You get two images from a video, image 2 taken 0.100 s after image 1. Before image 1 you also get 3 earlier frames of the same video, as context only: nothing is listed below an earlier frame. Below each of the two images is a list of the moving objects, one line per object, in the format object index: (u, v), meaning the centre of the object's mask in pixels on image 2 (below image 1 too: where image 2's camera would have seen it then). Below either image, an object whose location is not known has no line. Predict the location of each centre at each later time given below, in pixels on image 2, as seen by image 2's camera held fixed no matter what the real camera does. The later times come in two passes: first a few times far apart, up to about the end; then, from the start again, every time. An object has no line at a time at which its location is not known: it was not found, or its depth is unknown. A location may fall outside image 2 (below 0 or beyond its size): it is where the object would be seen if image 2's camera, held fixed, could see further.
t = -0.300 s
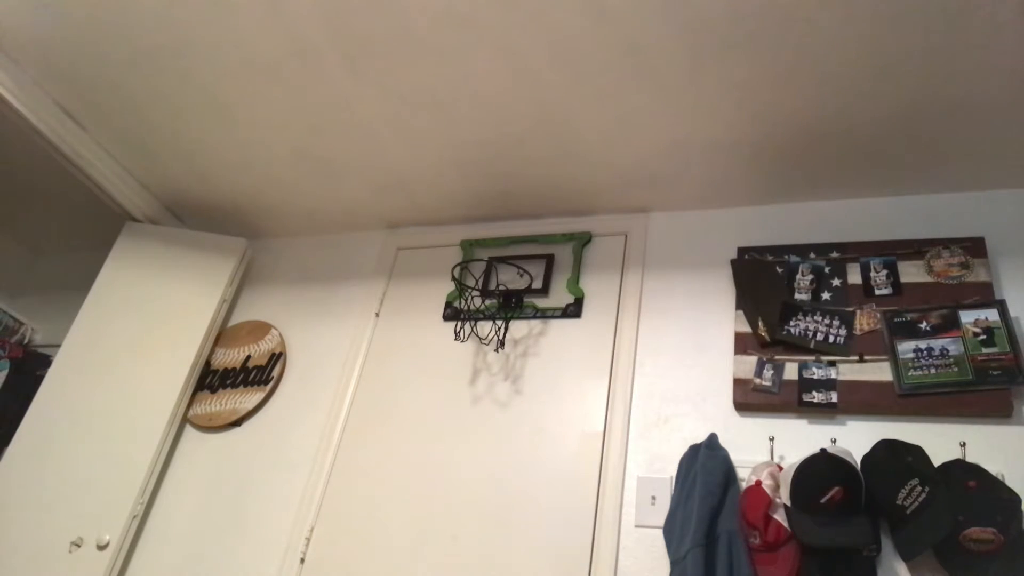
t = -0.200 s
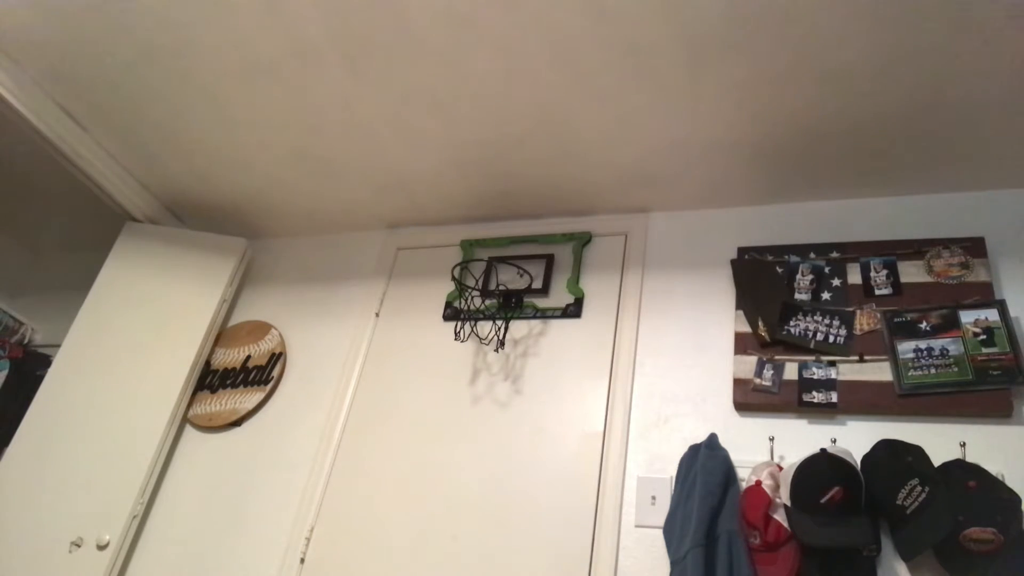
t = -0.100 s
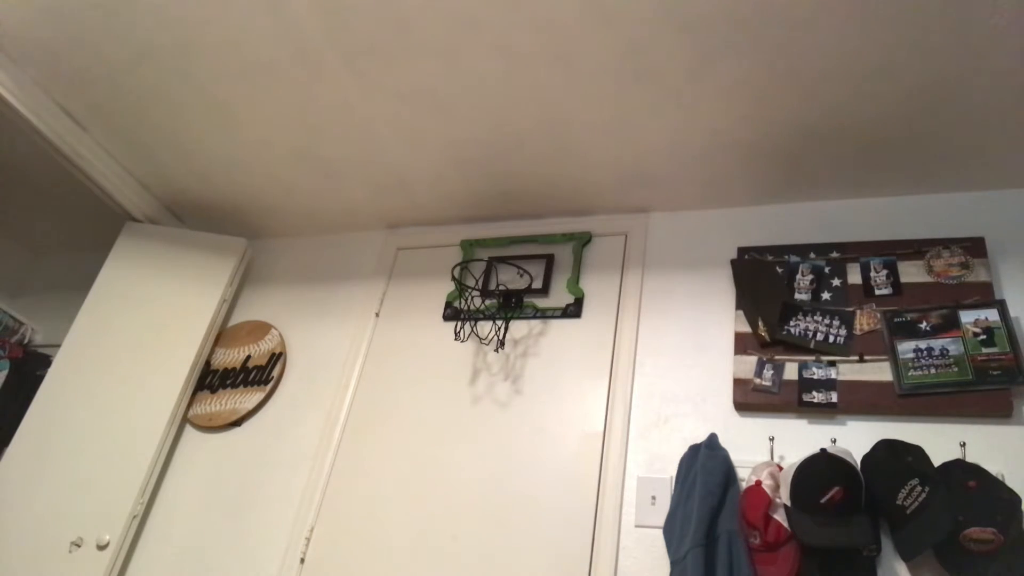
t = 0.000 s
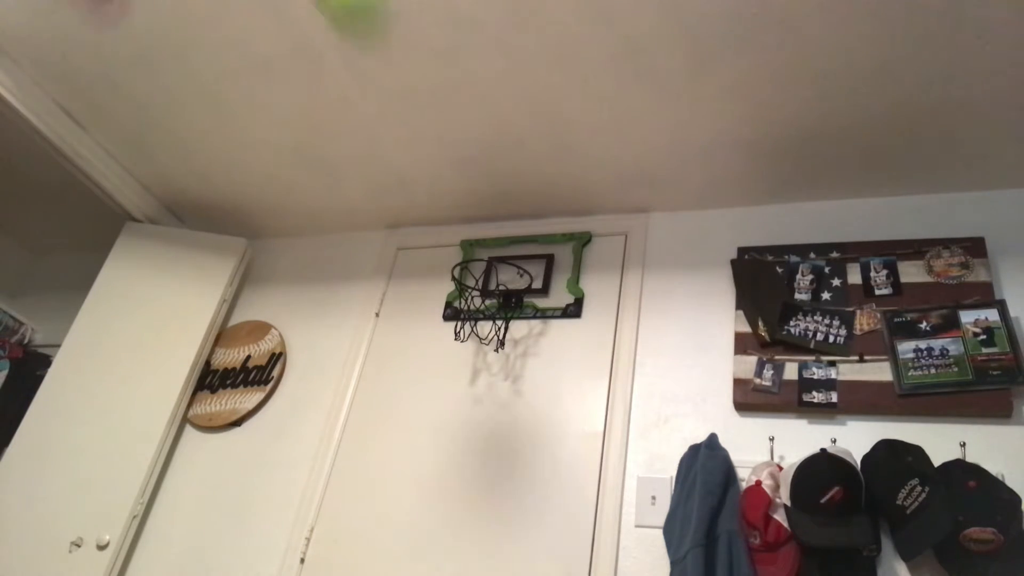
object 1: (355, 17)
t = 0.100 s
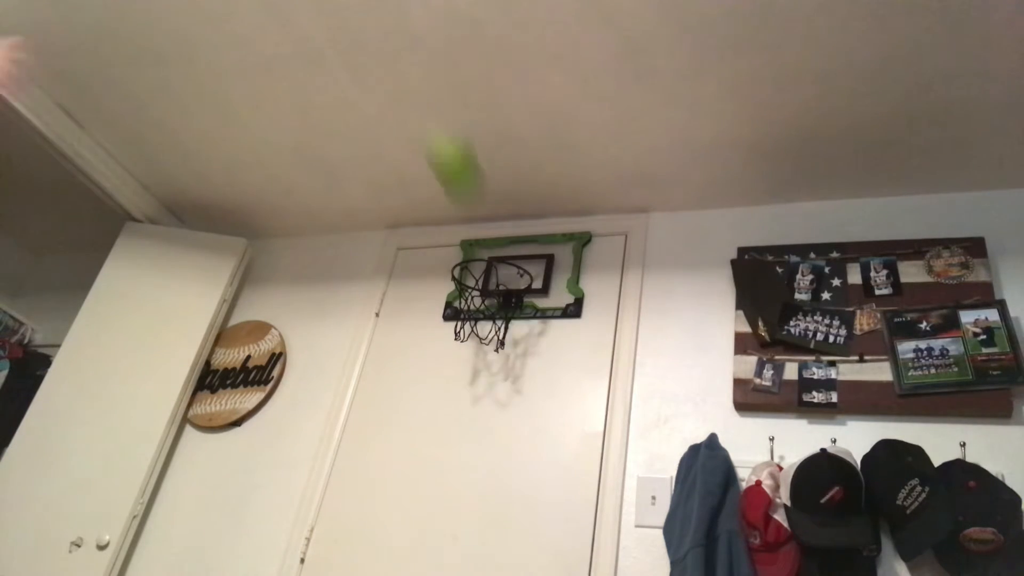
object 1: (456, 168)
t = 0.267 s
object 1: (438, 195)
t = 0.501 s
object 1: (112, 98)
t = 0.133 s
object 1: (477, 211)
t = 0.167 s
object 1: (492, 245)
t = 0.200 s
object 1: (480, 235)
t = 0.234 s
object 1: (460, 213)
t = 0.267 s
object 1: (438, 195)
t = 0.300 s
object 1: (413, 178)
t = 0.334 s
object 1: (383, 162)
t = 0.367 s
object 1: (349, 146)
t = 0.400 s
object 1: (307, 132)
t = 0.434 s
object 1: (254, 119)
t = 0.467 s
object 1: (191, 108)
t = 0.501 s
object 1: (112, 98)
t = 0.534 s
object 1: (41, 95)
